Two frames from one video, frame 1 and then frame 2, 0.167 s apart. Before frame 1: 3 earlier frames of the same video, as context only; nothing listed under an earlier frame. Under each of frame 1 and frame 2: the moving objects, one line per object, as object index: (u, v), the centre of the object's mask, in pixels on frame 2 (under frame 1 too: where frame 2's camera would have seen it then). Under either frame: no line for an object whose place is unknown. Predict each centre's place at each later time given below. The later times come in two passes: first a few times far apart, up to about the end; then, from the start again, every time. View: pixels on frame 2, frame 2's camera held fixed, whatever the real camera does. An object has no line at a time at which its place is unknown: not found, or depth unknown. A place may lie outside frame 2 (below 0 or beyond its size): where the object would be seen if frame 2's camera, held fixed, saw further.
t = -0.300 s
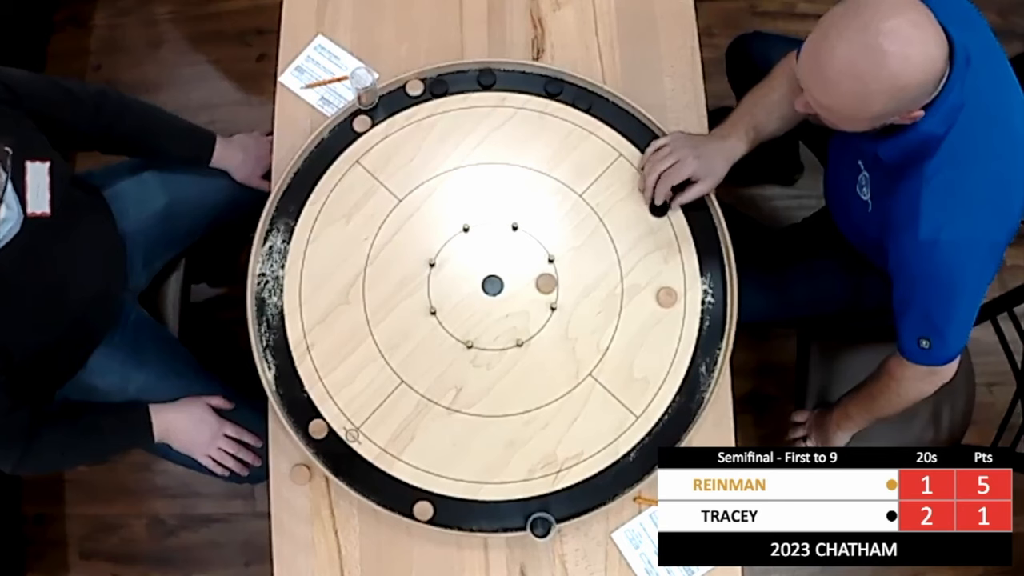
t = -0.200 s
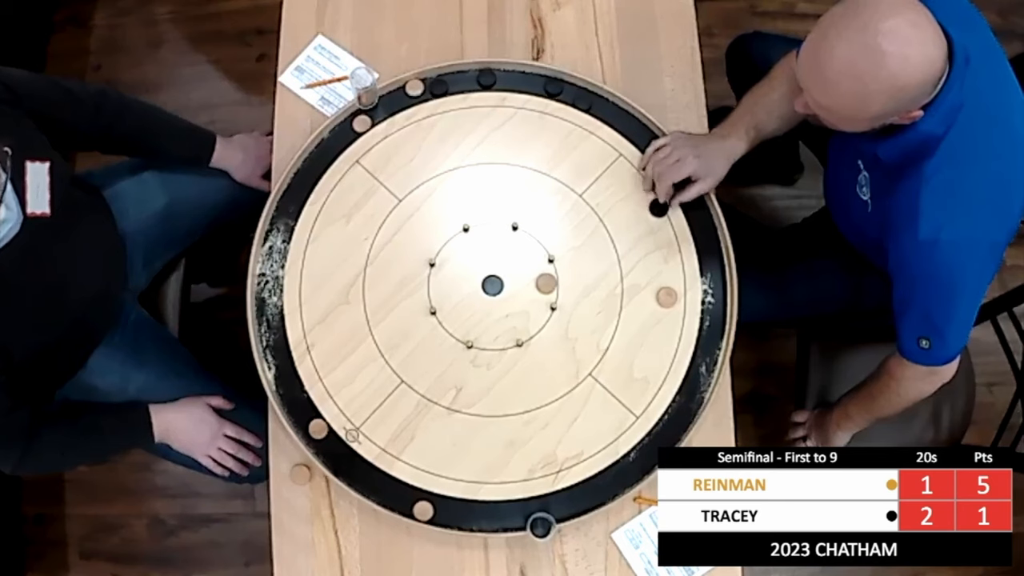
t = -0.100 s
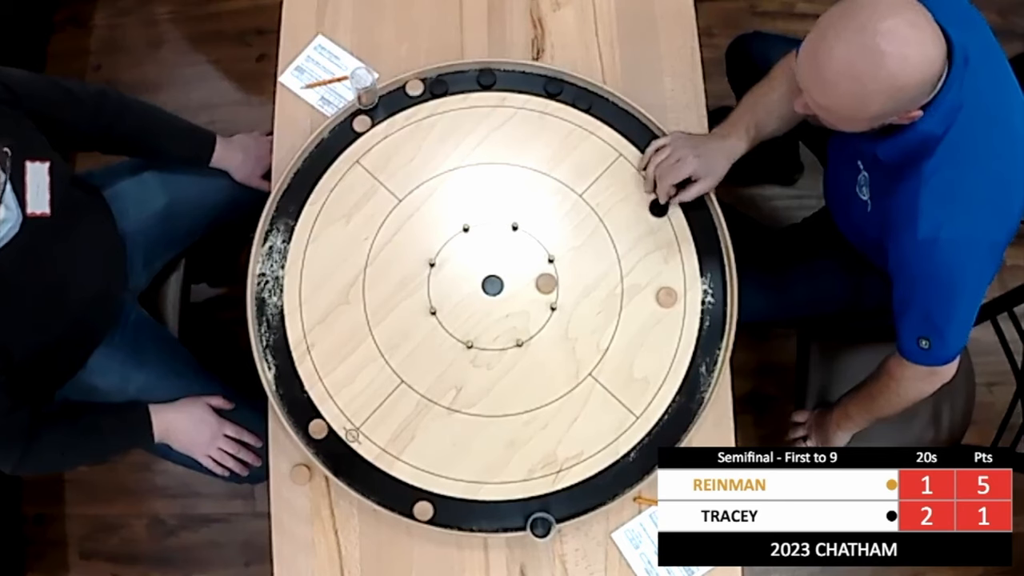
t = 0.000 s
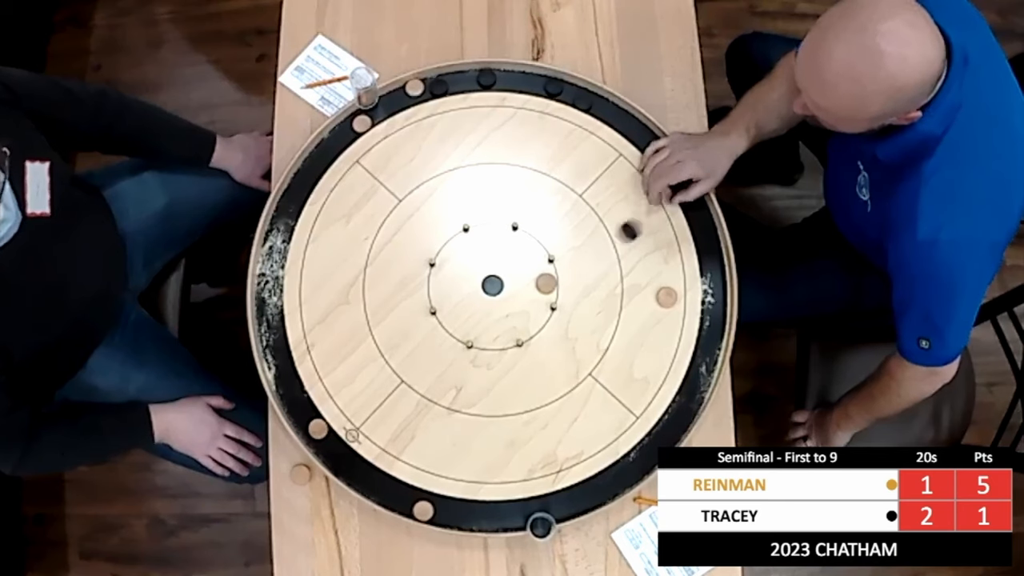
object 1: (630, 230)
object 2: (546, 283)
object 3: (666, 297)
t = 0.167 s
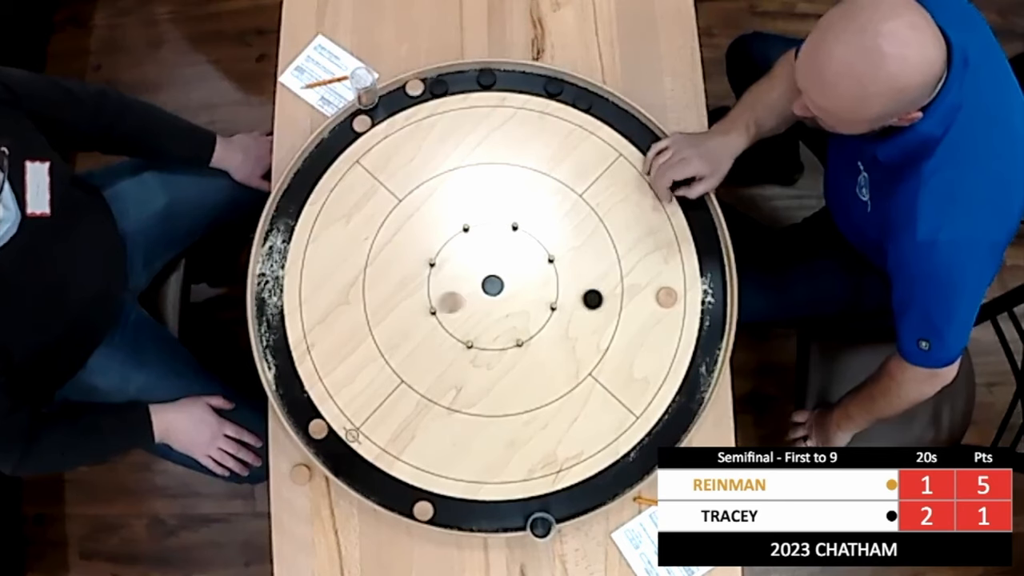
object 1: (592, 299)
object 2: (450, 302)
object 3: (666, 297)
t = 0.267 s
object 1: (628, 298)
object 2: (490, 267)
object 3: (666, 297)
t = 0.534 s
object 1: (649, 285)
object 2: (584, 199)
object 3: (713, 302)
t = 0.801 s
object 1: (650, 270)
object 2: (637, 160)
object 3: (717, 303)
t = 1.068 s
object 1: (651, 259)
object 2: (656, 149)
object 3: (718, 303)
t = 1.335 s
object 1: (650, 249)
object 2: (654, 153)
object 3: (718, 303)
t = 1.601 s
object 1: (649, 243)
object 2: (654, 153)
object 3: (718, 303)
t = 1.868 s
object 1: (648, 237)
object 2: (654, 153)
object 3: (718, 303)
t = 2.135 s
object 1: (650, 238)
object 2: (654, 153)
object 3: (718, 303)
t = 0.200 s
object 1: (605, 298)
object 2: (456, 294)
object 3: (666, 297)
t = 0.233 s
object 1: (616, 298)
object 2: (473, 280)
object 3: (666, 297)
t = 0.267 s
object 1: (628, 298)
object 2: (490, 267)
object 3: (666, 297)
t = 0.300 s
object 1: (639, 297)
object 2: (505, 257)
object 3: (666, 297)
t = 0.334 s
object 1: (647, 296)
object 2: (520, 246)
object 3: (670, 297)
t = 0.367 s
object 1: (647, 294)
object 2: (533, 236)
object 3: (679, 298)
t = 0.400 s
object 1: (648, 293)
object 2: (540, 231)
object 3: (684, 299)
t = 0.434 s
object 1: (649, 291)
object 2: (552, 222)
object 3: (691, 300)
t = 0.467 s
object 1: (649, 289)
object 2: (563, 214)
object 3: (699, 300)
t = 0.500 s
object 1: (649, 287)
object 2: (574, 206)
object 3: (706, 301)
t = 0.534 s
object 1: (649, 285)
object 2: (584, 199)
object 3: (713, 302)
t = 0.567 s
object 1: (650, 283)
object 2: (594, 192)
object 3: (719, 303)
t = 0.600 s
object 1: (650, 281)
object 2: (602, 185)
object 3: (717, 303)
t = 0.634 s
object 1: (650, 278)
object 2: (610, 180)
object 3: (713, 303)
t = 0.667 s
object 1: (650, 276)
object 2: (616, 175)
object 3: (712, 302)
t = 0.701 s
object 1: (650, 274)
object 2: (622, 170)
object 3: (713, 303)
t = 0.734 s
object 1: (651, 273)
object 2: (628, 166)
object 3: (714, 303)
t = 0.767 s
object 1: (651, 271)
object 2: (633, 163)
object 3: (716, 303)
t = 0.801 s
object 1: (650, 270)
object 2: (637, 160)
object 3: (717, 303)
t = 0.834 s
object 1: (650, 269)
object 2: (642, 157)
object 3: (718, 303)
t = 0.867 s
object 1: (650, 267)
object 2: (645, 155)
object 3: (718, 303)
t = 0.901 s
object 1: (650, 266)
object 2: (648, 153)
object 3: (718, 303)
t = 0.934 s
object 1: (650, 264)
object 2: (652, 150)
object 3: (718, 303)
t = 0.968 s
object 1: (650, 263)
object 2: (655, 147)
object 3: (718, 303)
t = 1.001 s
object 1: (650, 262)
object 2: (658, 145)
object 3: (718, 303)
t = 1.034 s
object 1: (650, 260)
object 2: (657, 147)
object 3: (718, 303)
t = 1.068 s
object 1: (651, 259)
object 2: (656, 149)
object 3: (718, 303)
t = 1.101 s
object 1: (651, 258)
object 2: (655, 151)
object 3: (718, 303)
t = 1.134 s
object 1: (651, 256)
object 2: (654, 152)
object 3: (718, 303)
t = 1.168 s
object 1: (651, 255)
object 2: (654, 152)
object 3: (718, 303)
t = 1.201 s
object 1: (650, 254)
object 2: (654, 153)
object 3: (718, 303)
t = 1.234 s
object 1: (650, 252)
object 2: (654, 153)
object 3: (718, 303)
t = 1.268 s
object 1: (650, 251)
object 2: (654, 153)
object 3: (718, 303)
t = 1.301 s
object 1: (650, 250)
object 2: (654, 153)
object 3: (718, 303)
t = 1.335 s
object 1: (650, 249)
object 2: (654, 153)
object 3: (718, 303)
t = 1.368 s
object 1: (650, 248)
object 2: (654, 153)
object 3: (718, 303)
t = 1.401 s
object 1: (650, 247)
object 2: (654, 153)
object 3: (718, 303)
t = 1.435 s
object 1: (650, 247)
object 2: (654, 153)
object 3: (718, 303)
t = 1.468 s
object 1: (650, 246)
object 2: (654, 153)
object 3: (718, 303)
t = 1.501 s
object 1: (650, 246)
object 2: (654, 153)
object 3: (718, 303)
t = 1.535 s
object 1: (650, 245)
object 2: (654, 153)
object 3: (718, 303)
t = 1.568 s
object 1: (650, 244)
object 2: (654, 153)
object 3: (718, 303)
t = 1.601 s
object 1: (649, 243)
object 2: (654, 153)
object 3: (718, 303)
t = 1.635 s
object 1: (649, 242)
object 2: (654, 153)
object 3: (718, 303)
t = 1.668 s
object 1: (649, 242)
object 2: (654, 153)
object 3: (718, 303)
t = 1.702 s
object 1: (648, 241)
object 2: (654, 153)
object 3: (718, 303)
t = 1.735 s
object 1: (647, 240)
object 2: (654, 153)
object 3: (718, 303)
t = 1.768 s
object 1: (647, 239)
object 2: (654, 153)
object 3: (718, 303)
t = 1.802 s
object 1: (647, 238)
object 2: (654, 153)
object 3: (718, 303)
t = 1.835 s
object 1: (647, 237)
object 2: (654, 153)
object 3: (718, 303)
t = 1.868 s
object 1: (648, 237)
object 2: (654, 153)
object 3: (718, 303)
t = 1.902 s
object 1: (648, 237)
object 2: (654, 153)
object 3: (718, 303)
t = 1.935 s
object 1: (648, 236)
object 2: (654, 153)
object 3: (718, 303)
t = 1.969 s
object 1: (649, 236)
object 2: (654, 153)
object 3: (718, 303)
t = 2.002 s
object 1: (649, 237)
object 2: (654, 153)
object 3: (718, 303)
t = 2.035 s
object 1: (650, 237)
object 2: (654, 153)
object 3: (718, 303)
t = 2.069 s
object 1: (650, 237)
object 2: (654, 153)
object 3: (718, 303)
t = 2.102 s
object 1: (650, 237)
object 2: (654, 153)
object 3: (718, 303)
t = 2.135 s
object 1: (650, 238)
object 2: (654, 153)
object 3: (718, 303)
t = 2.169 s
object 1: (650, 238)
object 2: (654, 153)
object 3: (718, 303)
